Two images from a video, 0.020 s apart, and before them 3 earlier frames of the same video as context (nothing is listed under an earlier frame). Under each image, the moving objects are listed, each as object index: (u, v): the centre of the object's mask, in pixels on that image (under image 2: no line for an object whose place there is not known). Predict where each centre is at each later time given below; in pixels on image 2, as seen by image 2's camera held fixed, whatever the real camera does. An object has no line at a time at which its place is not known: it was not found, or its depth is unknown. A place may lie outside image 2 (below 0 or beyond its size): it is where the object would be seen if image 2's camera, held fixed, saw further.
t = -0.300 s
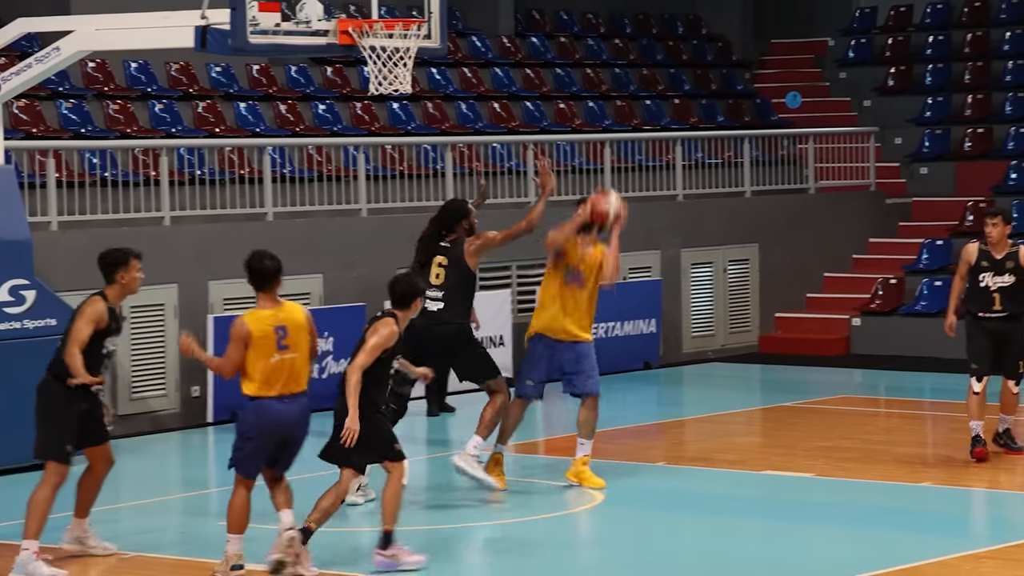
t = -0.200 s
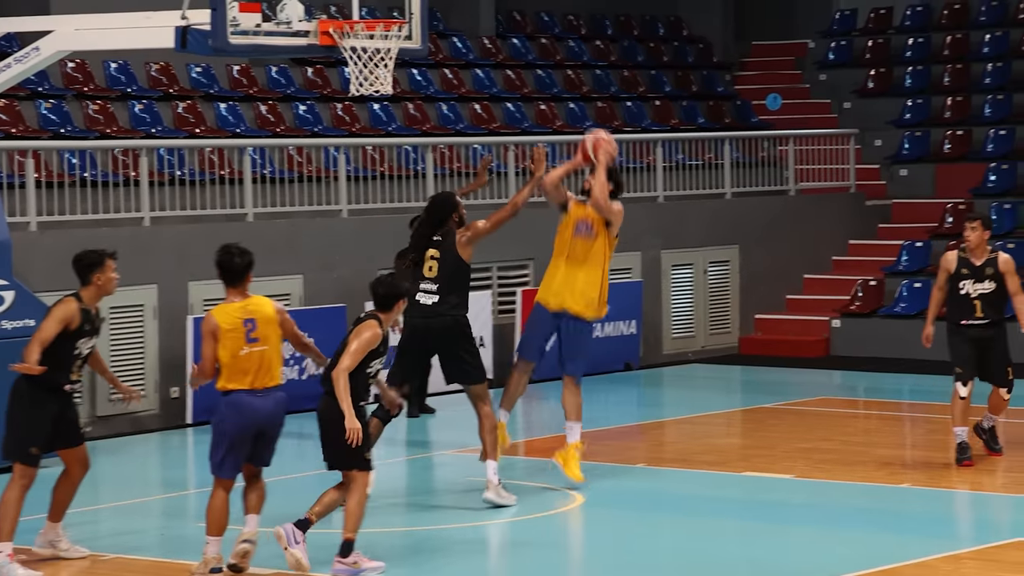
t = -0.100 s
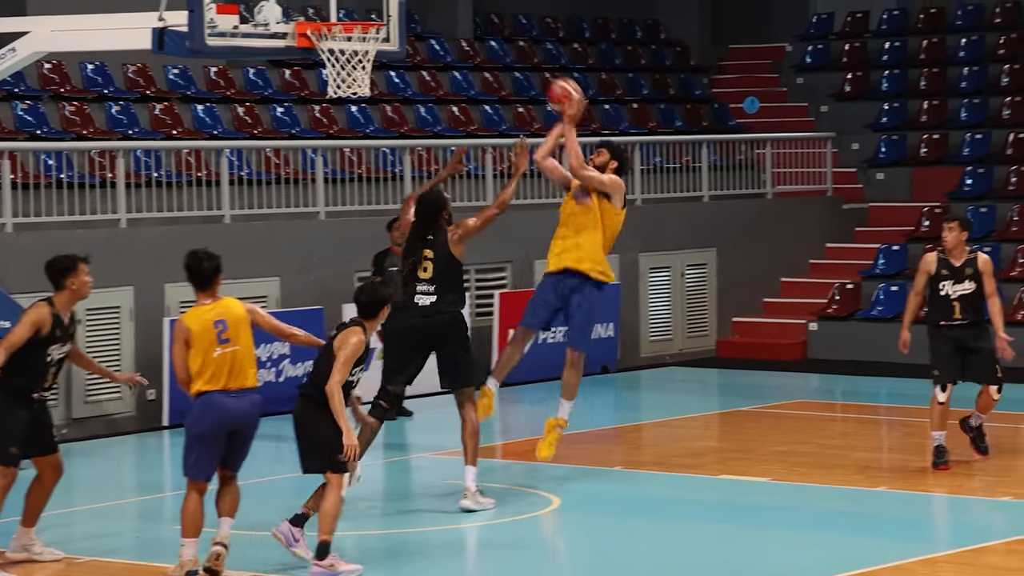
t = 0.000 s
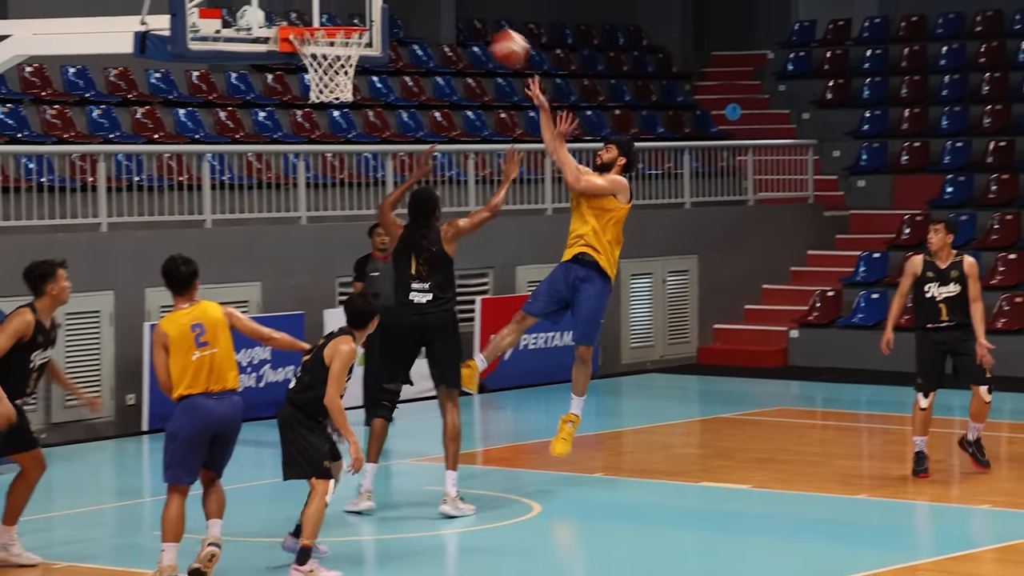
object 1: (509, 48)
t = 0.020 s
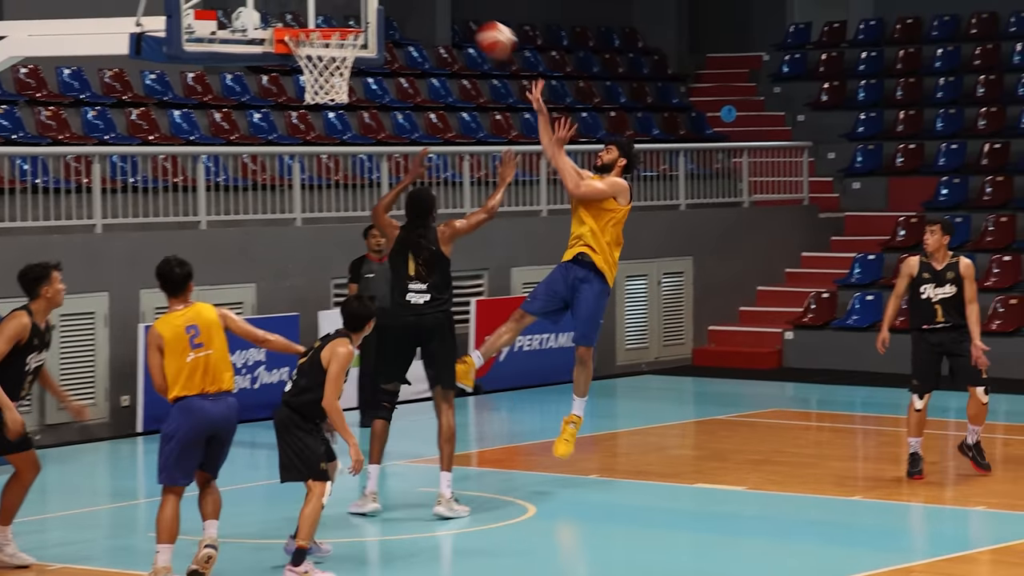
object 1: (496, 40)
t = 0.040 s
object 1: (486, 31)
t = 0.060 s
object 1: (476, 23)
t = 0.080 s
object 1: (469, 15)
